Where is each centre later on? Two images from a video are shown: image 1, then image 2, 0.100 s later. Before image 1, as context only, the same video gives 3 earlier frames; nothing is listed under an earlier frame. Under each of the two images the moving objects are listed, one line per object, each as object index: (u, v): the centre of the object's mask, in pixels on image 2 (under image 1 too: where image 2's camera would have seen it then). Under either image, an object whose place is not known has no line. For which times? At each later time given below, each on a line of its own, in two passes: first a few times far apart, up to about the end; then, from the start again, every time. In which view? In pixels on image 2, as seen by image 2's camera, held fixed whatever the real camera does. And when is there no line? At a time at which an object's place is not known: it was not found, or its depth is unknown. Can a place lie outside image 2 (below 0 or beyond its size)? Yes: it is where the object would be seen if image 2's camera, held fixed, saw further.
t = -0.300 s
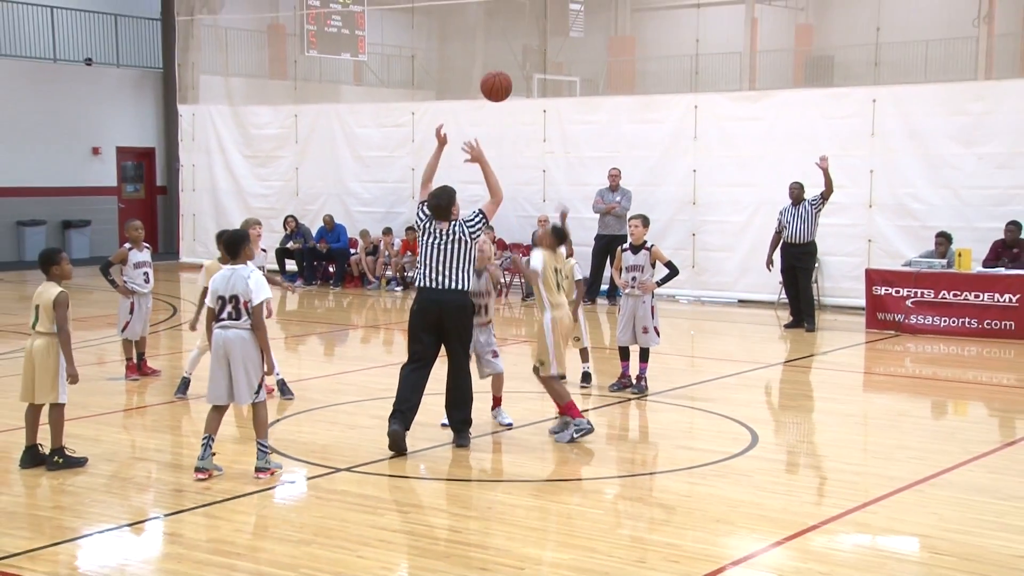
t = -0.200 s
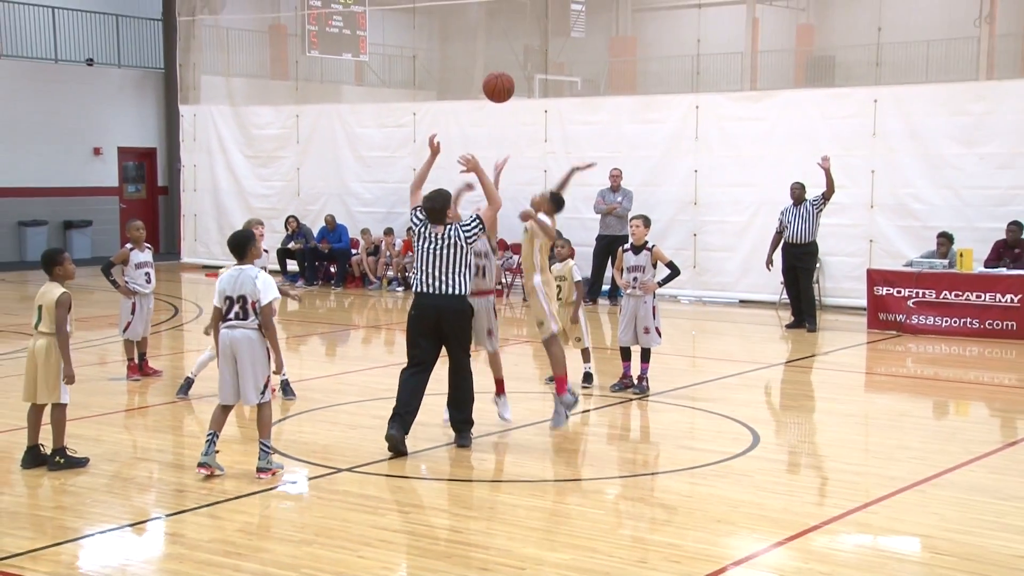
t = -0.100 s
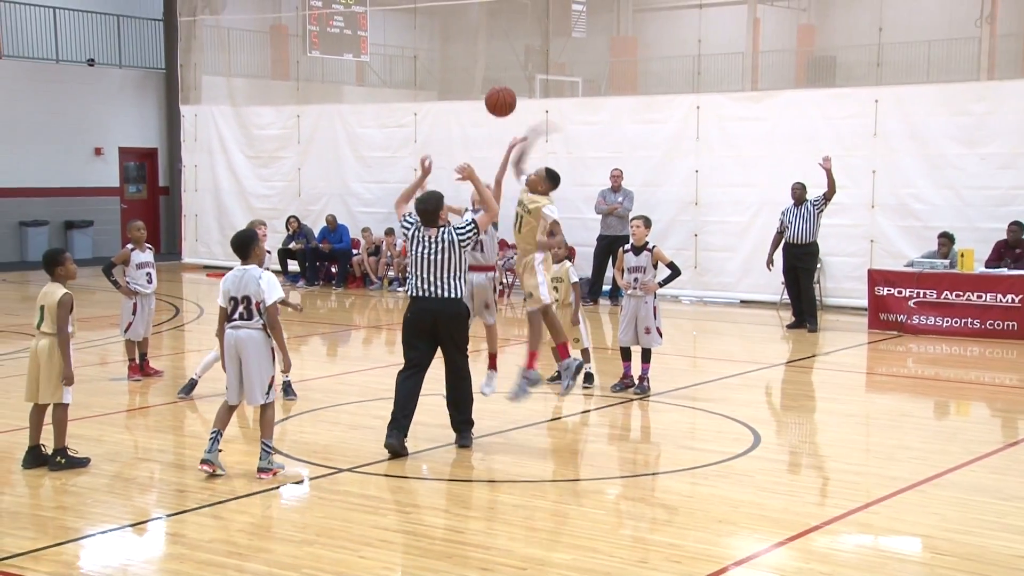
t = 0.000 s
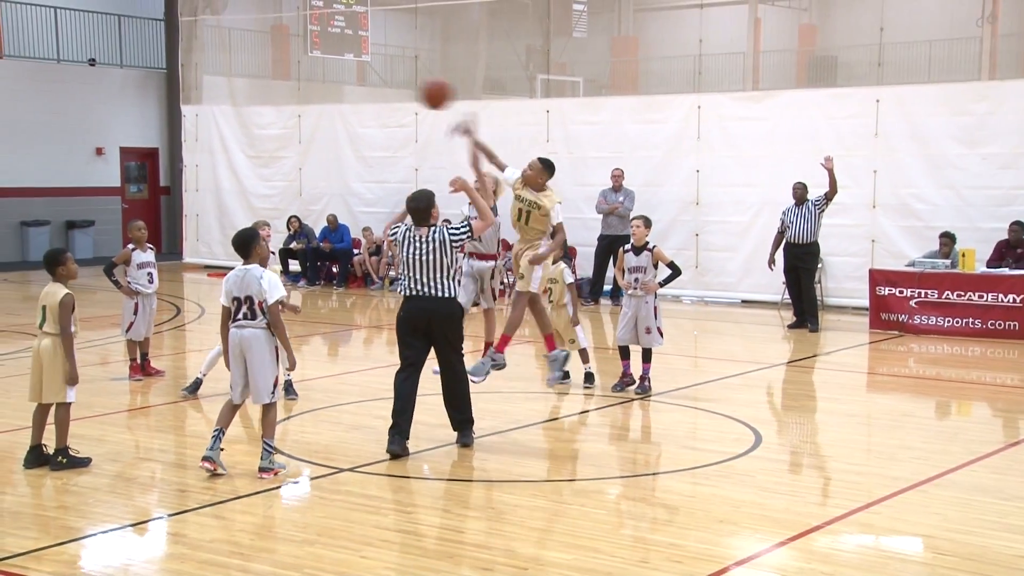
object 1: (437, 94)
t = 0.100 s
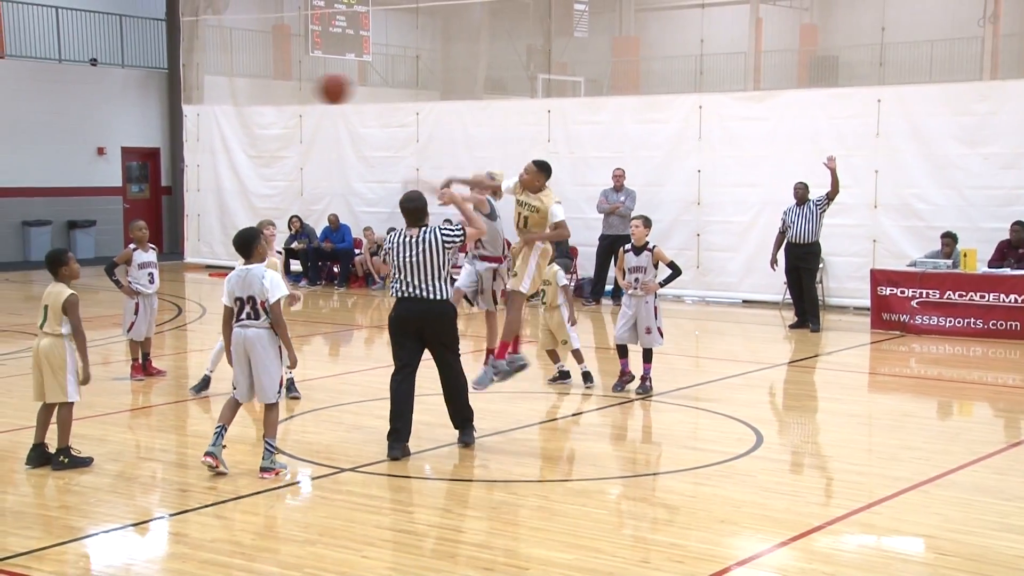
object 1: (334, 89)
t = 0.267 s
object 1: (159, 107)
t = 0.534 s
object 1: (-126, 214)
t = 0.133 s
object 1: (300, 90)
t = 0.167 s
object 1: (264, 92)
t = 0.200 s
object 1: (228, 95)
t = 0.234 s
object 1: (195, 101)
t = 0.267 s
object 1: (159, 107)
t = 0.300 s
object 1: (123, 116)
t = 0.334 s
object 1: (89, 126)
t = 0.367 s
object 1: (54, 137)
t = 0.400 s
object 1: (19, 149)
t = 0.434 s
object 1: (-16, 163)
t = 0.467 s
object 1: (-53, 180)
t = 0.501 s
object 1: (-89, 197)
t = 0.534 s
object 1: (-126, 214)
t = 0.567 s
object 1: (-163, 235)
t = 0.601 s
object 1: (-198, 258)
